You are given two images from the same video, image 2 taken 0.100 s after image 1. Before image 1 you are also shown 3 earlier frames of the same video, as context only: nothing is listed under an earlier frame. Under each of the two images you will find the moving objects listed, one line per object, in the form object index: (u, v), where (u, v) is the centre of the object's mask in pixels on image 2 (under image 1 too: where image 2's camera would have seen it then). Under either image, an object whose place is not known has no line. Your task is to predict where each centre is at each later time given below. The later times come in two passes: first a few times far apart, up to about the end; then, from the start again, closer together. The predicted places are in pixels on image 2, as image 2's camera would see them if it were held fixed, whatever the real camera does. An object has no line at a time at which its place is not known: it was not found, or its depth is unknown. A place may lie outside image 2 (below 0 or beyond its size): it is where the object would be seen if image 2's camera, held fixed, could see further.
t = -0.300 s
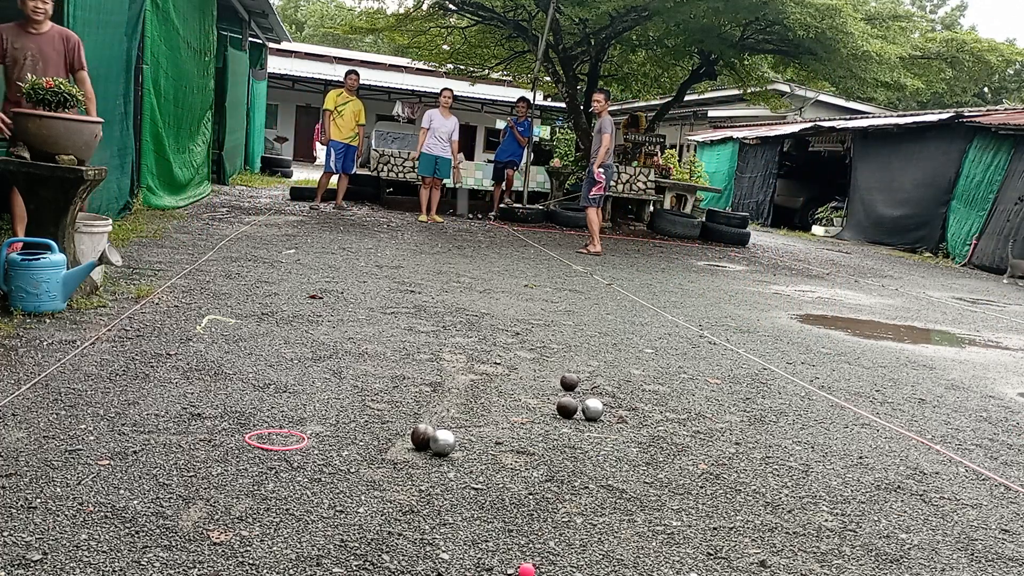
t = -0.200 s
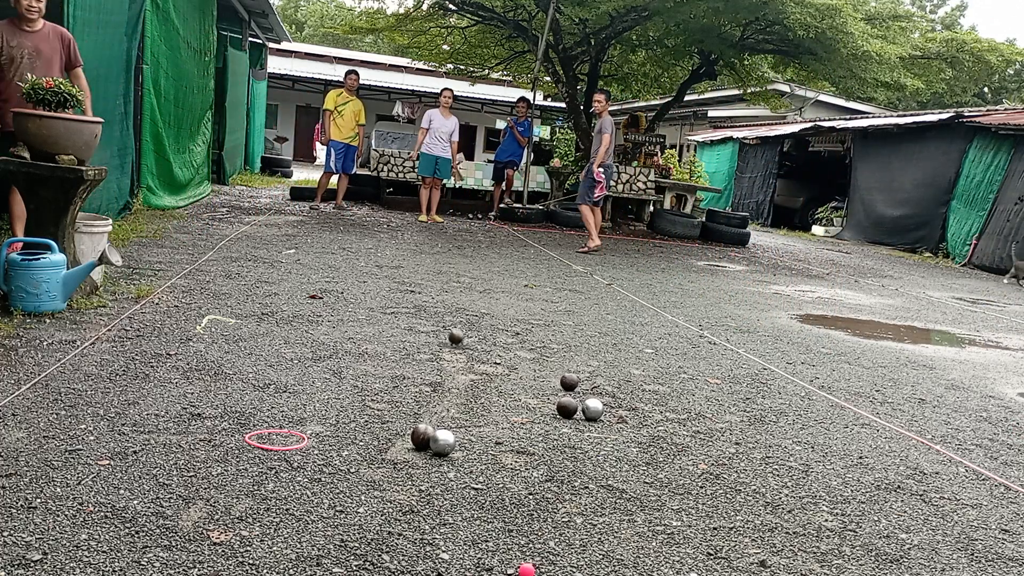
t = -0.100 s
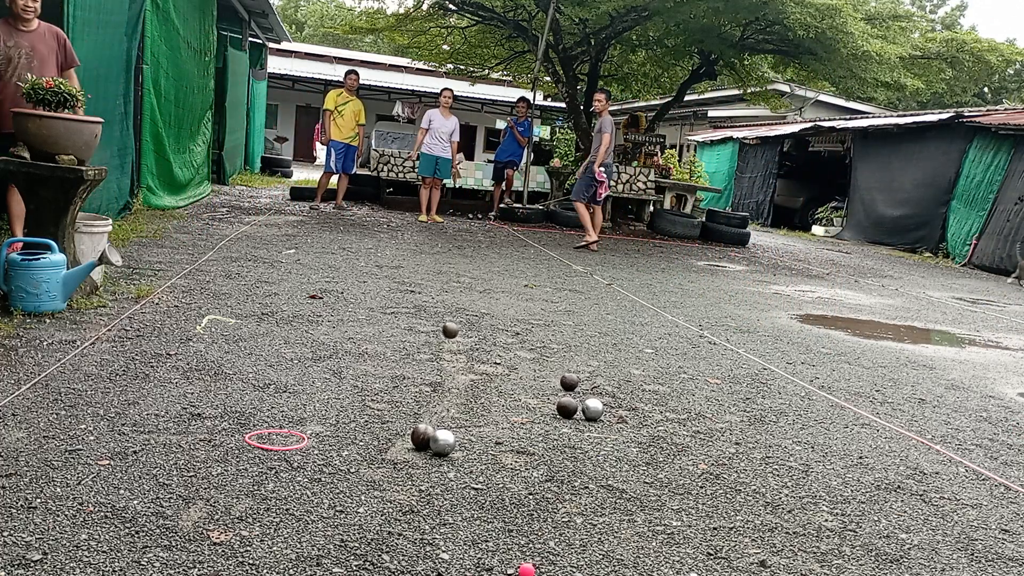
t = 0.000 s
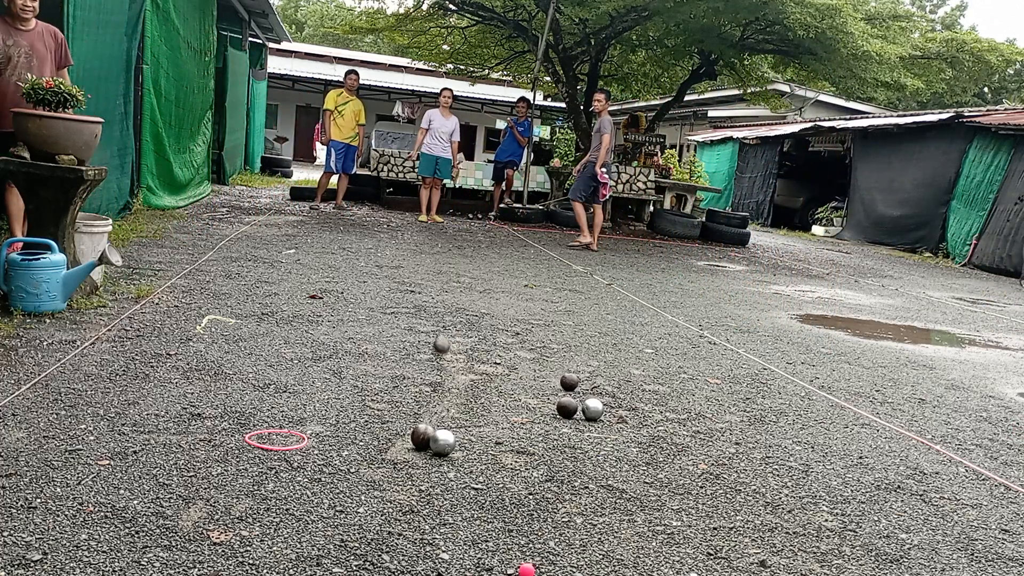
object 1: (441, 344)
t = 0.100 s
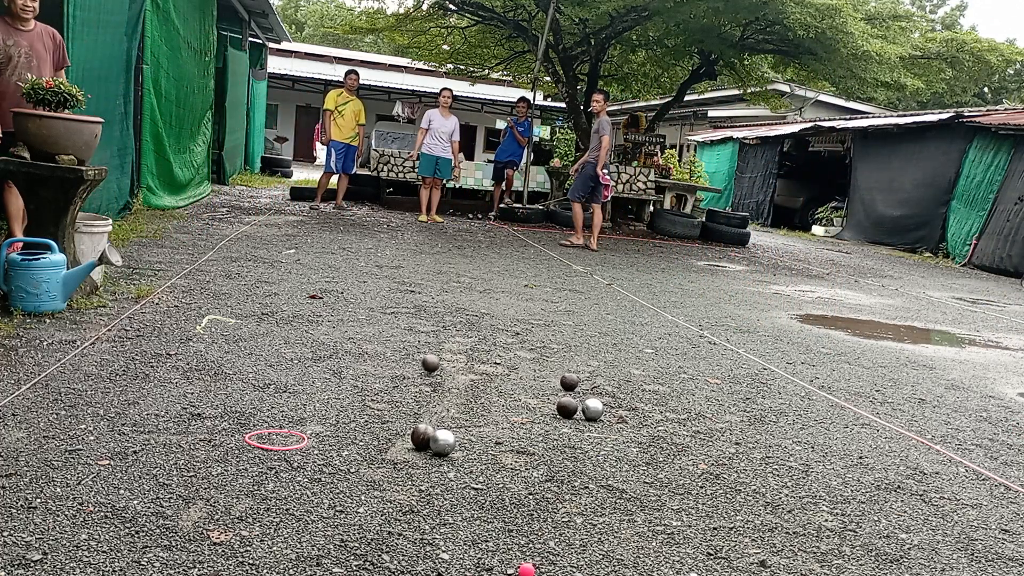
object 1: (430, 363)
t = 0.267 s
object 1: (412, 380)
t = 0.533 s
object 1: (383, 402)
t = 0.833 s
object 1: (353, 434)
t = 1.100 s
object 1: (332, 455)
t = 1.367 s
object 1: (312, 472)
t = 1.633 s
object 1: (304, 478)
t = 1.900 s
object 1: (304, 478)
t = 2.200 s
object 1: (305, 478)
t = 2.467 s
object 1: (307, 477)
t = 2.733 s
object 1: (308, 476)
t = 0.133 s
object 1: (427, 368)
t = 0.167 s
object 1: (423, 368)
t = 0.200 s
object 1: (420, 371)
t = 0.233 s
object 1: (416, 376)
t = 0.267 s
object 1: (412, 380)
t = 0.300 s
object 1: (409, 382)
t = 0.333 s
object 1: (405, 385)
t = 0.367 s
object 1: (401, 389)
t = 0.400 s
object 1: (398, 390)
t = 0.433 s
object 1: (395, 393)
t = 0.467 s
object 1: (391, 395)
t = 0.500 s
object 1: (387, 398)
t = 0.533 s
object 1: (383, 402)
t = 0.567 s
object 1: (379, 405)
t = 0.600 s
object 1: (376, 408)
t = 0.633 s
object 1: (370, 415)
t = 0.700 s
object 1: (367, 418)
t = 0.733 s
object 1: (362, 424)
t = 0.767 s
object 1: (359, 427)
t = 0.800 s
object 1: (356, 430)
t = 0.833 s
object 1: (353, 434)
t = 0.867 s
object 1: (350, 437)
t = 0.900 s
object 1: (347, 441)
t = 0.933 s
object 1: (344, 443)
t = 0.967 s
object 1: (342, 445)
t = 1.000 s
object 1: (339, 447)
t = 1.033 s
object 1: (337, 450)
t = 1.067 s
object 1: (335, 452)
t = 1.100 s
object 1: (332, 455)
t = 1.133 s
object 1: (329, 458)
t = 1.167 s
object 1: (326, 460)
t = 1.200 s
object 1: (324, 462)
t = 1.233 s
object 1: (321, 464)
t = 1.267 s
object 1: (318, 467)
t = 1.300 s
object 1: (316, 469)
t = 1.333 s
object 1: (314, 471)
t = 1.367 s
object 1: (312, 472)
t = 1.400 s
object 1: (311, 473)
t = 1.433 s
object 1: (310, 475)
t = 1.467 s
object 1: (309, 476)
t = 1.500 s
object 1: (307, 477)
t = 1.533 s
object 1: (306, 477)
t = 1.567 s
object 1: (305, 478)
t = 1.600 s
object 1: (304, 478)
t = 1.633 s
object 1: (304, 478)
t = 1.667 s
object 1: (304, 479)
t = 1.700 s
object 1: (304, 479)
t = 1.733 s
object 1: (304, 479)
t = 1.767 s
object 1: (304, 479)
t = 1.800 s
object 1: (304, 479)
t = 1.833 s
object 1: (304, 478)
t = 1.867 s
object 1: (304, 478)
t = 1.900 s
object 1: (304, 478)
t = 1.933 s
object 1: (304, 478)
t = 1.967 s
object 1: (304, 478)
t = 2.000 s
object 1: (304, 478)
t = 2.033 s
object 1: (304, 478)
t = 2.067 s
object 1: (304, 478)
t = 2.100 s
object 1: (304, 478)
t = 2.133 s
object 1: (304, 478)
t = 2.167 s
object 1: (304, 478)
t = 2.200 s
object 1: (305, 478)
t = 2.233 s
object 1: (305, 477)
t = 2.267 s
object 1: (305, 477)
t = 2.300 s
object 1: (305, 477)
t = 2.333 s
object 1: (306, 477)
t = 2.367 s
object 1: (306, 477)
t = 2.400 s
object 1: (306, 477)
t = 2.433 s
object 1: (306, 477)
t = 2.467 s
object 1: (307, 477)
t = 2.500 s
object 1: (307, 477)
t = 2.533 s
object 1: (307, 477)
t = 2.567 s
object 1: (307, 477)
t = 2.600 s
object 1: (307, 477)
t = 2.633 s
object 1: (307, 477)
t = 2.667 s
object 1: (308, 476)
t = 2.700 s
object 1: (308, 476)
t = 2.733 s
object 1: (308, 476)
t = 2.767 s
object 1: (308, 476)
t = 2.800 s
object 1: (308, 477)
